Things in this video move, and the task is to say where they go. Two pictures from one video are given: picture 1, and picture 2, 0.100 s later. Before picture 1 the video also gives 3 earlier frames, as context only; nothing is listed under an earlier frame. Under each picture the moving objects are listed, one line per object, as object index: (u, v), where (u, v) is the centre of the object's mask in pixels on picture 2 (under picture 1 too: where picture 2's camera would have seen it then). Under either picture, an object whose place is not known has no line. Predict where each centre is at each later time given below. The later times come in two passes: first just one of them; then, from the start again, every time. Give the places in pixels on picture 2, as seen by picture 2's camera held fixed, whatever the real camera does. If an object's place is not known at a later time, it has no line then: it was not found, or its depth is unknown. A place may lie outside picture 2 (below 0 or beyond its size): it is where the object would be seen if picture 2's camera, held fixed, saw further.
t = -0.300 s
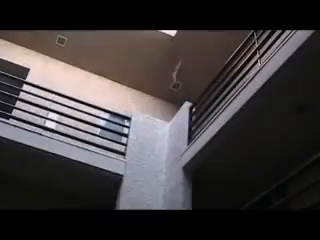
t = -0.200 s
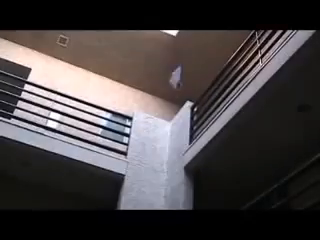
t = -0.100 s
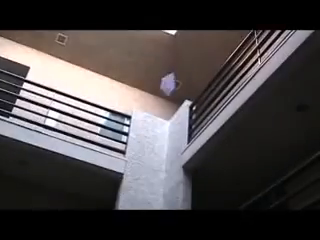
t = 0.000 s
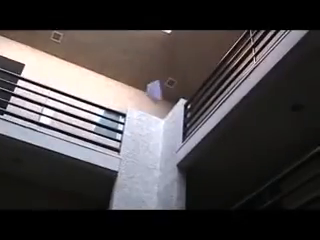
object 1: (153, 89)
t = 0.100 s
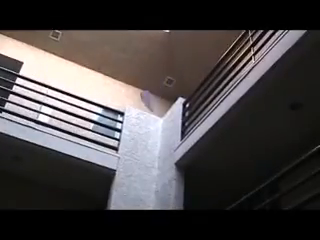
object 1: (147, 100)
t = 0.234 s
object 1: (159, 111)
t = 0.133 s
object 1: (148, 105)
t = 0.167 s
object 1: (151, 107)
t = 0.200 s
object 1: (156, 109)
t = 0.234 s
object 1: (159, 111)
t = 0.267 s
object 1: (164, 112)
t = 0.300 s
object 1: (169, 112)
